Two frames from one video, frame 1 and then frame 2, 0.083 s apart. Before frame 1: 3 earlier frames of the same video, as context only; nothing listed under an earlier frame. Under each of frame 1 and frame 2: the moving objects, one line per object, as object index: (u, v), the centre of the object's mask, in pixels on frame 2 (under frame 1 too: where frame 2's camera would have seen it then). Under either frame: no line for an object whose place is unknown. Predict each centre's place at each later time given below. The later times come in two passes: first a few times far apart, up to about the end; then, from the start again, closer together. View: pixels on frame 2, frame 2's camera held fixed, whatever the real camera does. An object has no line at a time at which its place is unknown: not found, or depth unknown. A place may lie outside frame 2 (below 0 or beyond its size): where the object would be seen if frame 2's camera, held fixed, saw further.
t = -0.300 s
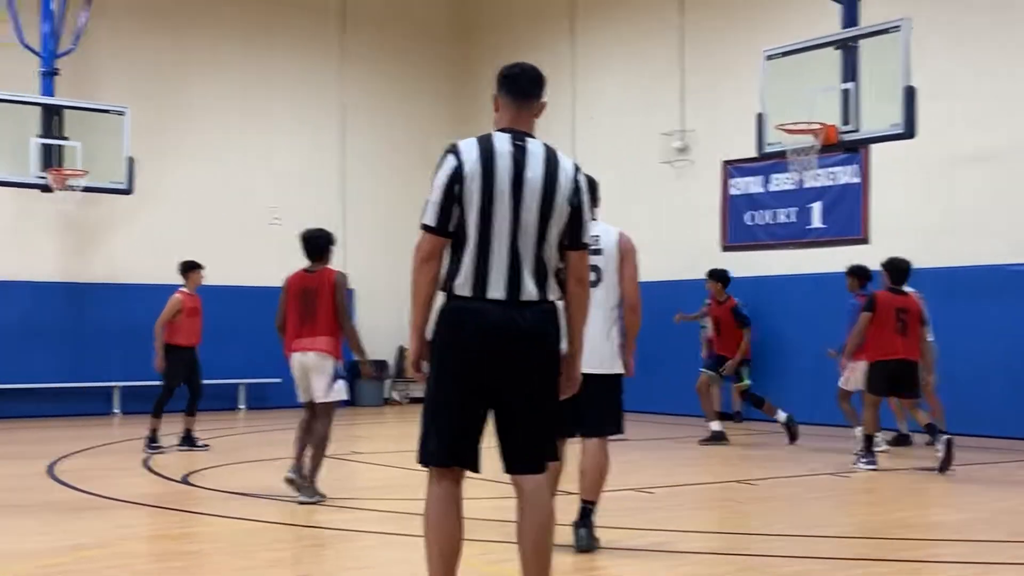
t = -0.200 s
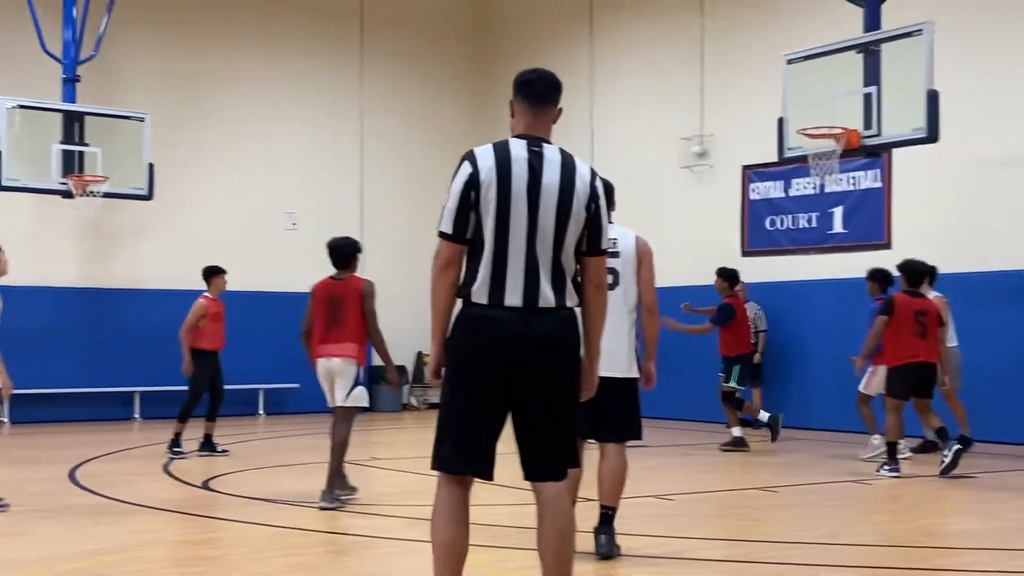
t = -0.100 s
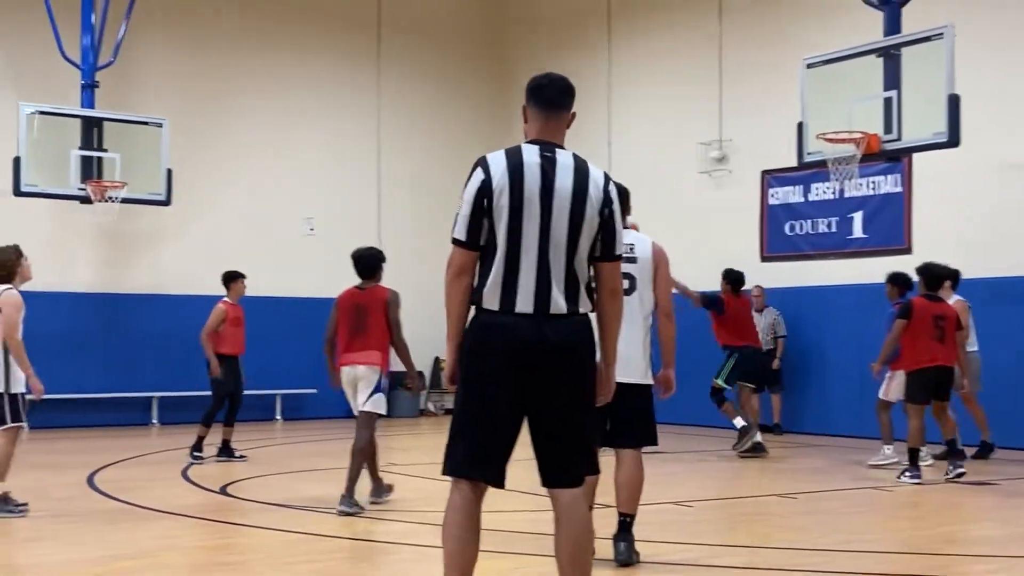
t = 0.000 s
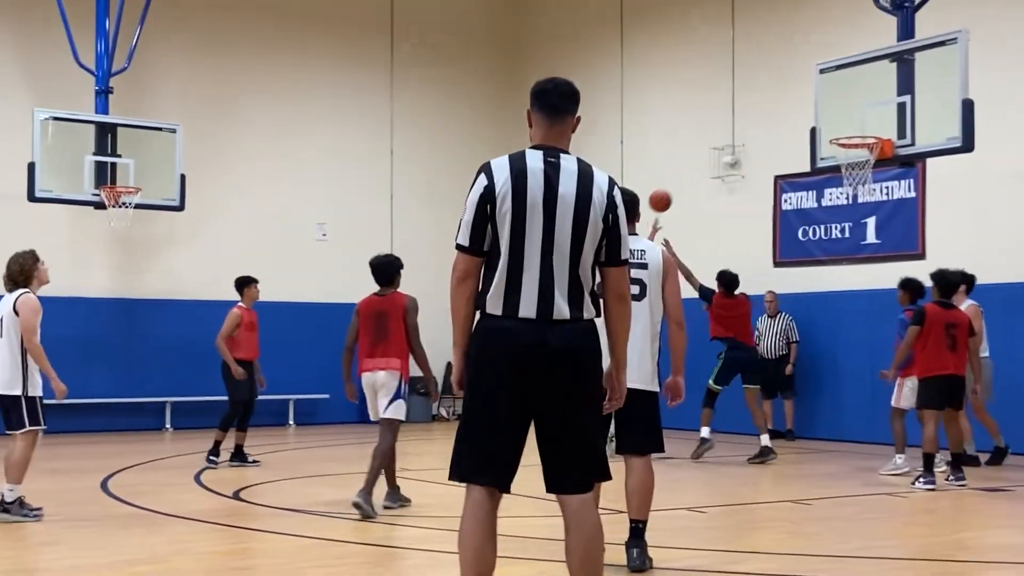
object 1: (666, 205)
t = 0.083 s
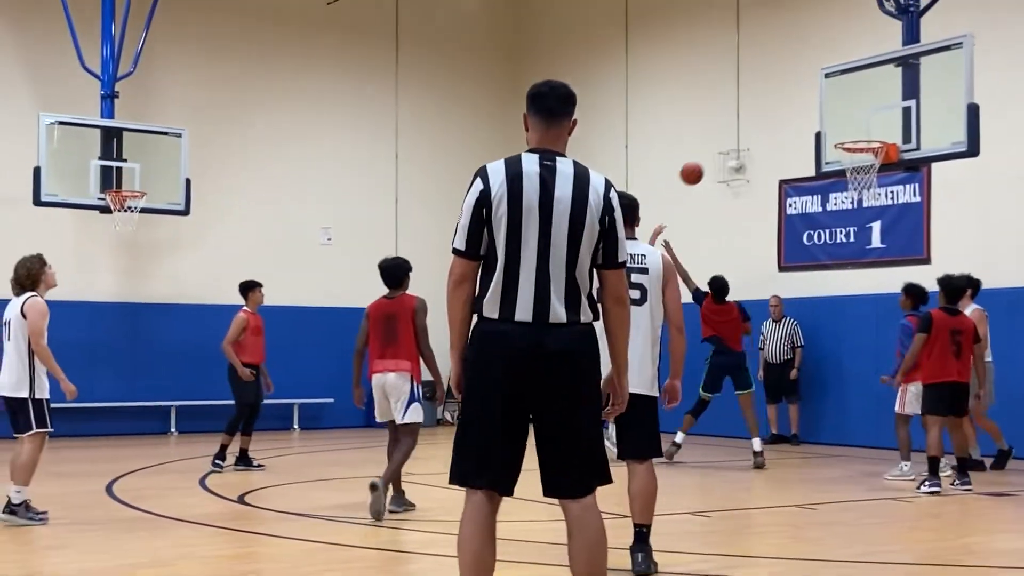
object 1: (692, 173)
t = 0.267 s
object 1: (752, 126)
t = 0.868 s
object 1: (860, 156)
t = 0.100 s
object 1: (697, 167)
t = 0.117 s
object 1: (703, 162)
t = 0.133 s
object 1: (708, 157)
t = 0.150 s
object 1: (713, 152)
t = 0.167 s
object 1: (719, 148)
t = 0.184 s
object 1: (724, 143)
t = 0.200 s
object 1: (730, 140)
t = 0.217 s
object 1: (735, 136)
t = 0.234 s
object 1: (741, 132)
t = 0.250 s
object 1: (746, 129)
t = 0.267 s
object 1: (752, 126)
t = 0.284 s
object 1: (757, 123)
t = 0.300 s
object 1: (763, 121)
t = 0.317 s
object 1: (768, 119)
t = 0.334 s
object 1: (774, 117)
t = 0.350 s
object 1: (780, 115)
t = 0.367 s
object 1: (785, 113)
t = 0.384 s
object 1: (791, 112)
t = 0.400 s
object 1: (796, 111)
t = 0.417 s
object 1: (802, 110)
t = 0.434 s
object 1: (807, 110)
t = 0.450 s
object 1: (813, 110)
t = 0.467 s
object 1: (819, 110)
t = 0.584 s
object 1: (855, 118)
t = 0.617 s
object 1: (855, 121)
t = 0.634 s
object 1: (855, 124)
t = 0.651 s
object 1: (855, 126)
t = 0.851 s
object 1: (861, 154)
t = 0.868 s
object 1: (860, 156)
